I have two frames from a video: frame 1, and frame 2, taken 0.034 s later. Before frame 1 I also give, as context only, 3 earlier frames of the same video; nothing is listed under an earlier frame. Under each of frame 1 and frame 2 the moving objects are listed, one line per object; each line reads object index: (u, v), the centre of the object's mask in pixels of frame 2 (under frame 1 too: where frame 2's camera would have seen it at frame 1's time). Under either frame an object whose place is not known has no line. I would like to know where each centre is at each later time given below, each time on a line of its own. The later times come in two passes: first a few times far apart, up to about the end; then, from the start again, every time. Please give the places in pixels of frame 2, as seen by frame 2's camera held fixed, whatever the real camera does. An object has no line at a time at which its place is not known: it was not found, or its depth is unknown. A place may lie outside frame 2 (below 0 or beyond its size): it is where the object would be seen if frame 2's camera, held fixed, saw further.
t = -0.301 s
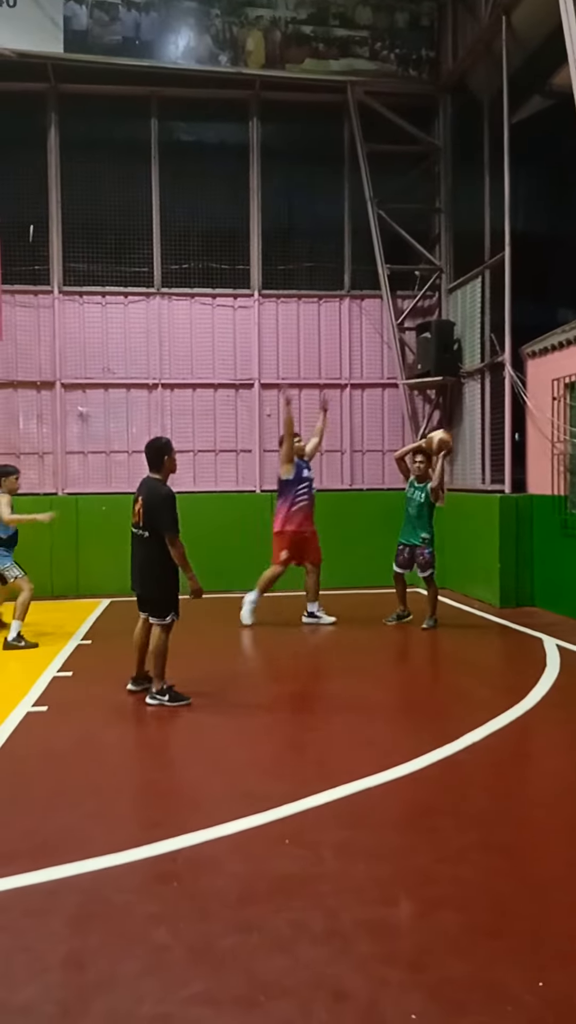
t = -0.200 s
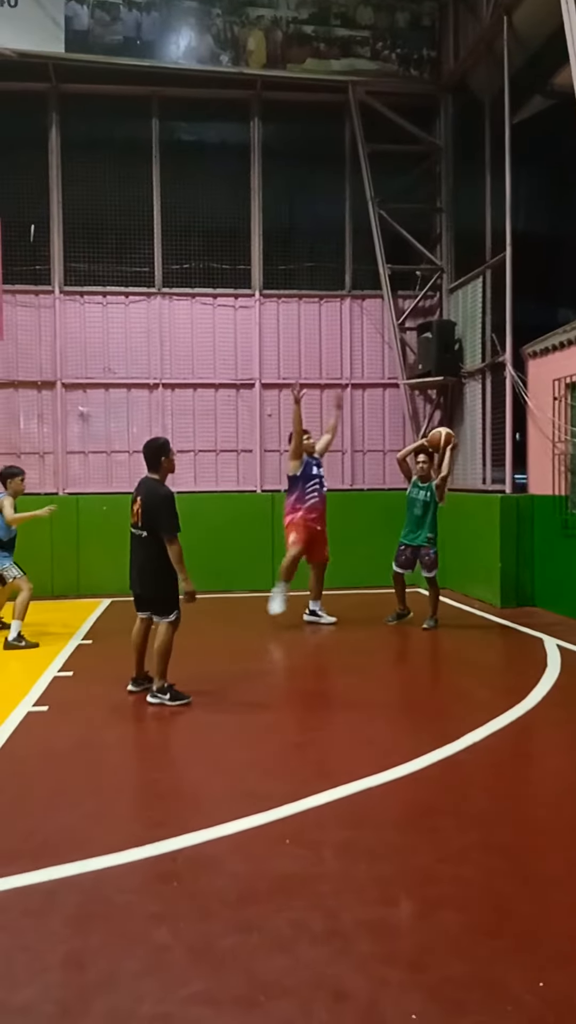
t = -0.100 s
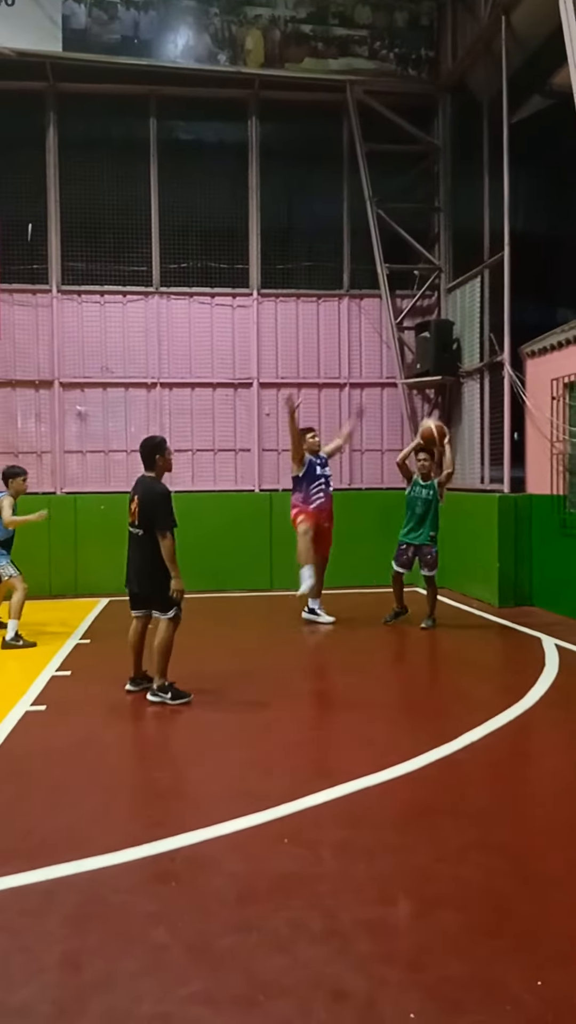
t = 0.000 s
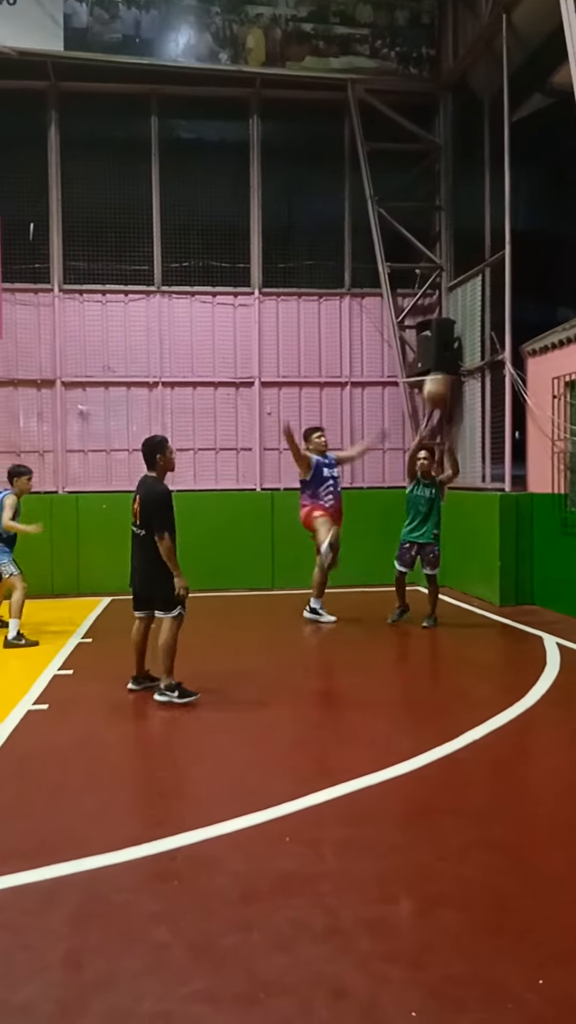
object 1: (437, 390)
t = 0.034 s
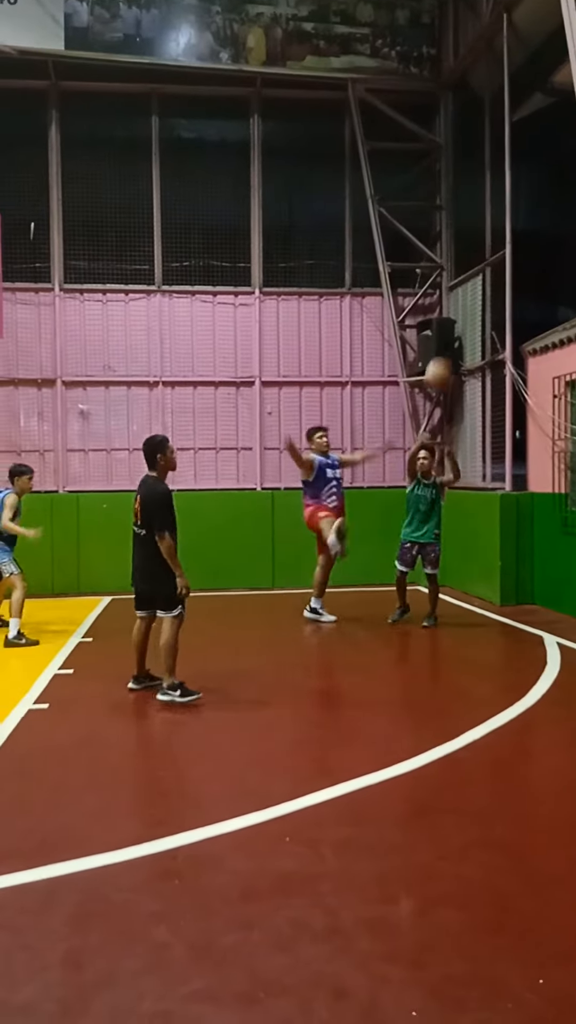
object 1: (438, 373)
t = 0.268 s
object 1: (464, 291)
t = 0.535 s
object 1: (504, 267)
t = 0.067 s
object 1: (443, 361)
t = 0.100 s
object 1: (446, 351)
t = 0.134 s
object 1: (448, 337)
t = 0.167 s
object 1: (452, 323)
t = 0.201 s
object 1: (456, 311)
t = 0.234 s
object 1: (460, 300)
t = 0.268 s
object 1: (464, 291)
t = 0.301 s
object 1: (468, 282)
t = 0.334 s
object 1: (472, 276)
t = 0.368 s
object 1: (476, 271)
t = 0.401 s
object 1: (481, 267)
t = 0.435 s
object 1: (487, 264)
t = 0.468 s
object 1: (492, 264)
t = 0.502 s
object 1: (498, 264)
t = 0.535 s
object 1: (504, 267)
